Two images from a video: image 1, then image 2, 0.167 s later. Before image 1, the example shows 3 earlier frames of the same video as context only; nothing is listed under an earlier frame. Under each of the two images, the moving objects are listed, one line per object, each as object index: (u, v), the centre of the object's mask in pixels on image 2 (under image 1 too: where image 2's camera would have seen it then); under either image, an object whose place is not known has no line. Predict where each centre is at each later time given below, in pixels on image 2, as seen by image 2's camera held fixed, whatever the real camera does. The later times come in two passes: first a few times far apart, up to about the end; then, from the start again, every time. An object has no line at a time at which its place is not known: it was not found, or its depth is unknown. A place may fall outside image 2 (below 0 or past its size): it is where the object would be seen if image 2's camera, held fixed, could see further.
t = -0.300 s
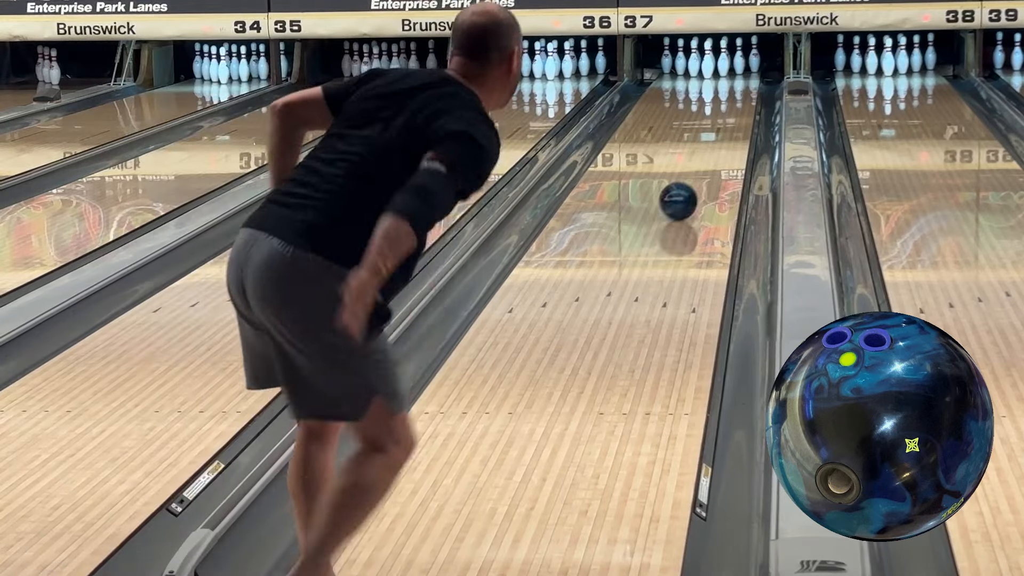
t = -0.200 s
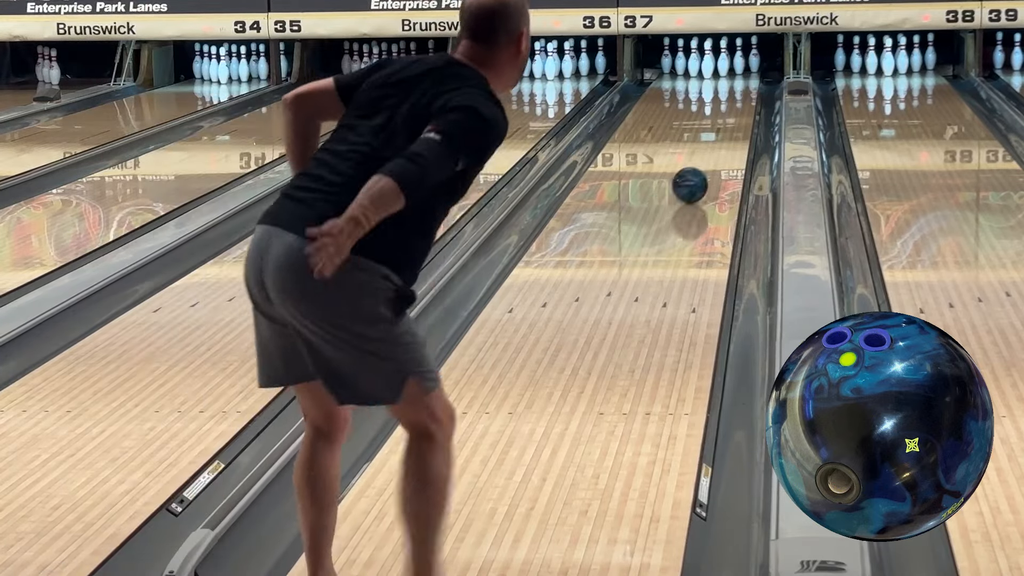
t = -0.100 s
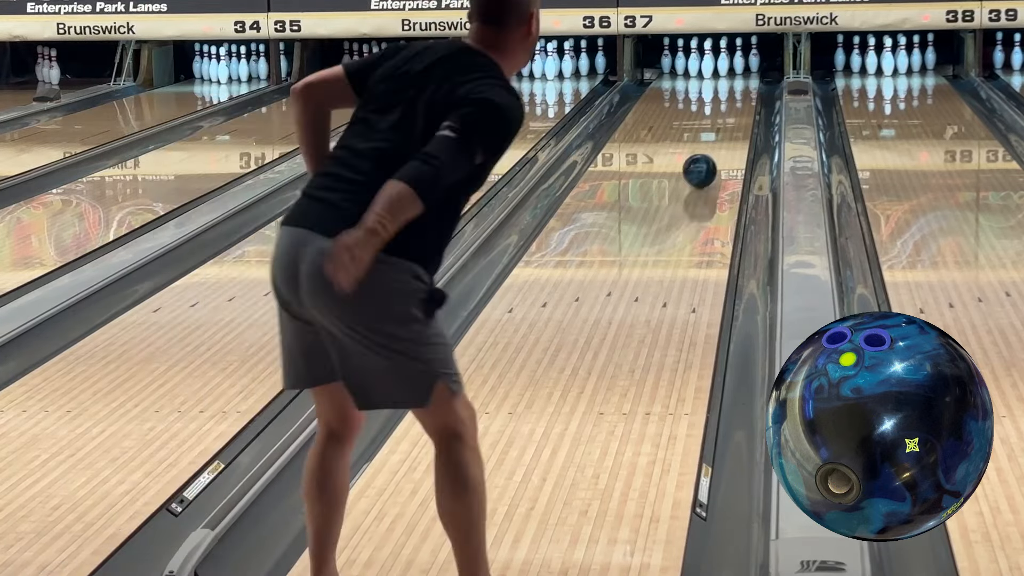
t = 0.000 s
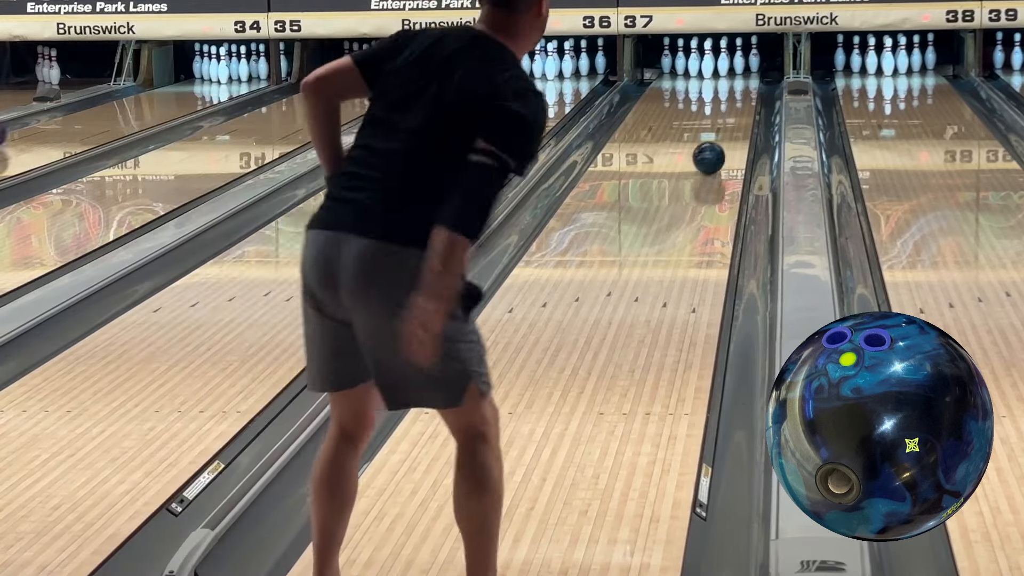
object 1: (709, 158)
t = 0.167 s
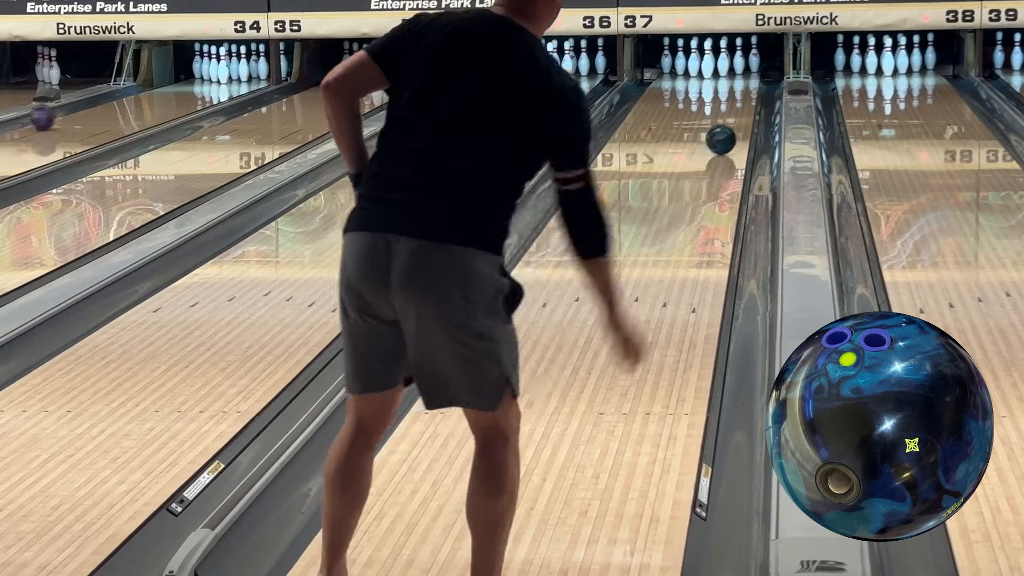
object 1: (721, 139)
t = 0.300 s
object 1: (728, 127)
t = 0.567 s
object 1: (737, 105)
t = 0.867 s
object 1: (734, 86)
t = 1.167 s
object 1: (719, 72)
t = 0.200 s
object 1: (723, 136)
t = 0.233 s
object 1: (725, 133)
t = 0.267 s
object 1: (727, 130)
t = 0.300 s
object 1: (728, 127)
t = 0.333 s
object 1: (730, 124)
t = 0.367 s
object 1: (731, 121)
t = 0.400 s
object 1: (732, 118)
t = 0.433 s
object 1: (734, 115)
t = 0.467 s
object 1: (736, 113)
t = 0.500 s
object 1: (736, 110)
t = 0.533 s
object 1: (737, 108)
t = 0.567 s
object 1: (737, 105)
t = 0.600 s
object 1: (737, 103)
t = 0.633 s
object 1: (738, 100)
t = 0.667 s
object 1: (738, 98)
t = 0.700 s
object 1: (737, 96)
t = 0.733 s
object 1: (737, 94)
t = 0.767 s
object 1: (737, 92)
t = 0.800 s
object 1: (736, 90)
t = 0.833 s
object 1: (735, 88)
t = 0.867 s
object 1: (734, 86)
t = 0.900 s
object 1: (733, 85)
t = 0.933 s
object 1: (731, 83)
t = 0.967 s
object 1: (729, 81)
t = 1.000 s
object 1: (728, 79)
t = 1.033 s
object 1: (726, 78)
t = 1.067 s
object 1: (724, 77)
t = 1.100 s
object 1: (723, 75)
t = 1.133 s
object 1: (721, 73)
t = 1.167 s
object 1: (719, 72)
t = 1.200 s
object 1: (718, 70)
